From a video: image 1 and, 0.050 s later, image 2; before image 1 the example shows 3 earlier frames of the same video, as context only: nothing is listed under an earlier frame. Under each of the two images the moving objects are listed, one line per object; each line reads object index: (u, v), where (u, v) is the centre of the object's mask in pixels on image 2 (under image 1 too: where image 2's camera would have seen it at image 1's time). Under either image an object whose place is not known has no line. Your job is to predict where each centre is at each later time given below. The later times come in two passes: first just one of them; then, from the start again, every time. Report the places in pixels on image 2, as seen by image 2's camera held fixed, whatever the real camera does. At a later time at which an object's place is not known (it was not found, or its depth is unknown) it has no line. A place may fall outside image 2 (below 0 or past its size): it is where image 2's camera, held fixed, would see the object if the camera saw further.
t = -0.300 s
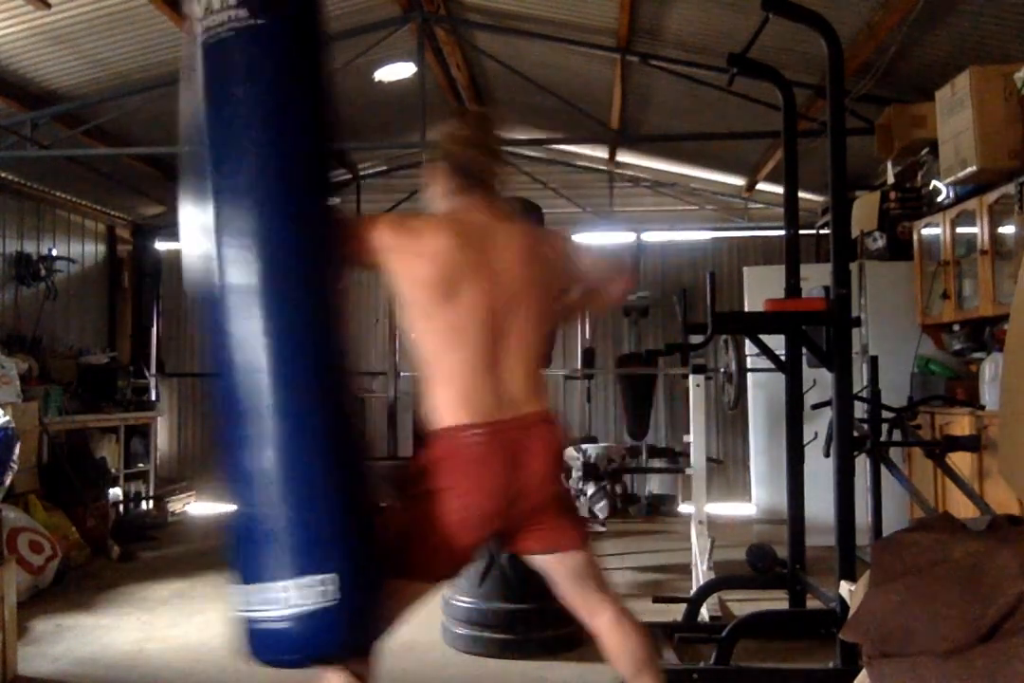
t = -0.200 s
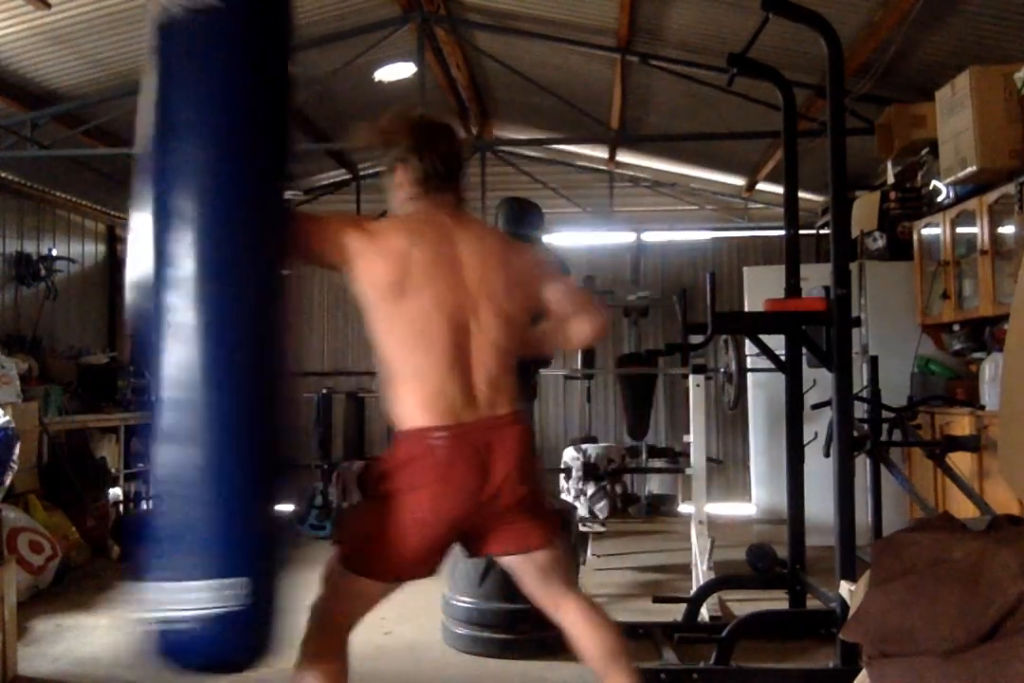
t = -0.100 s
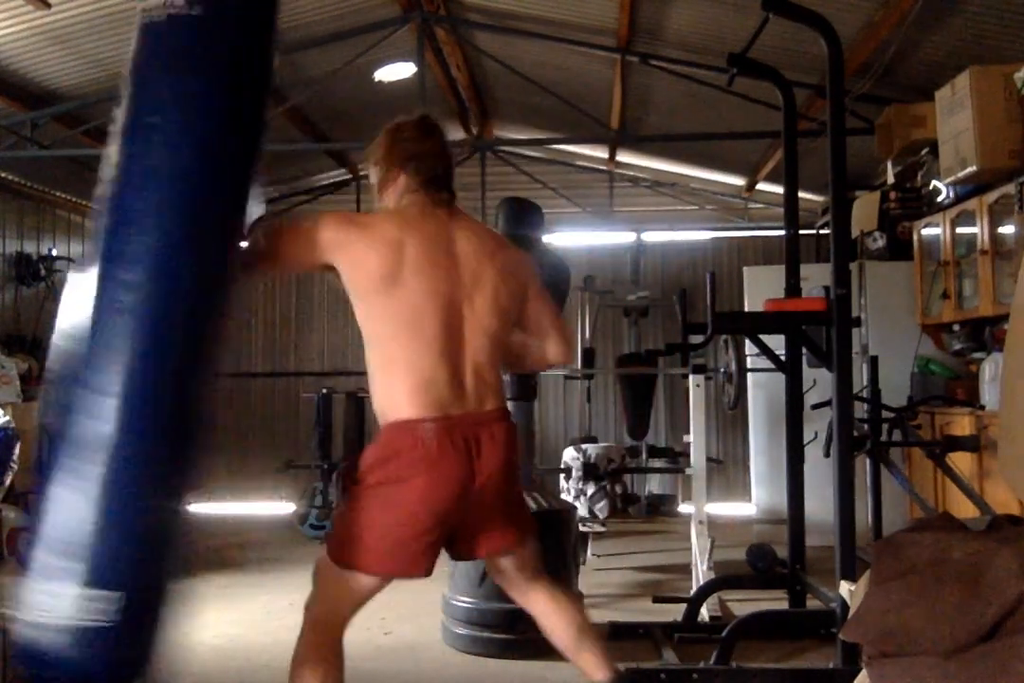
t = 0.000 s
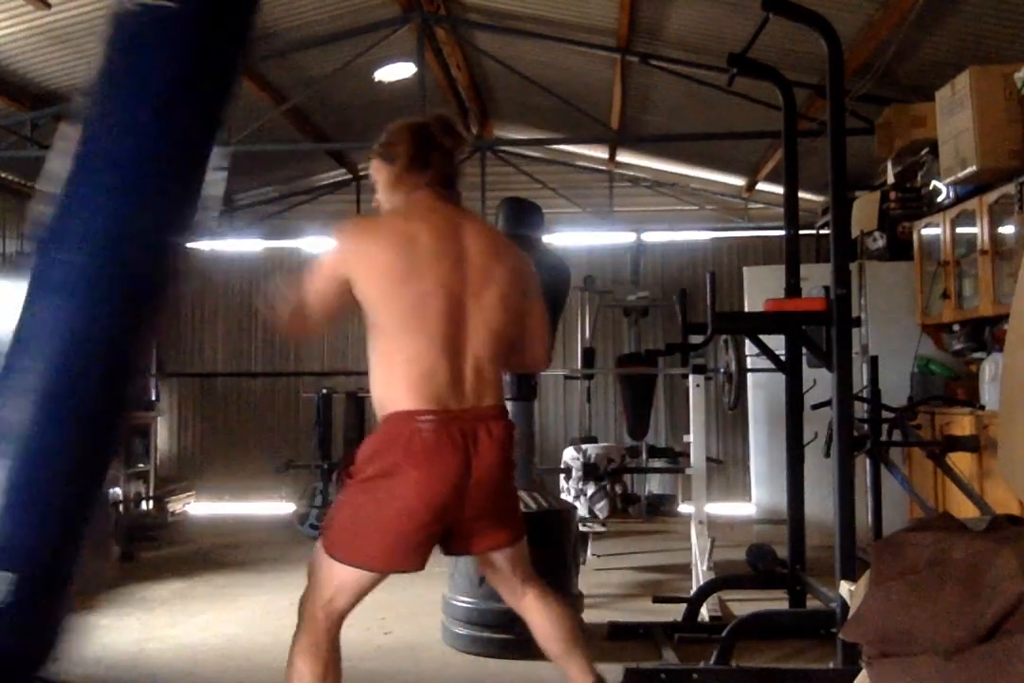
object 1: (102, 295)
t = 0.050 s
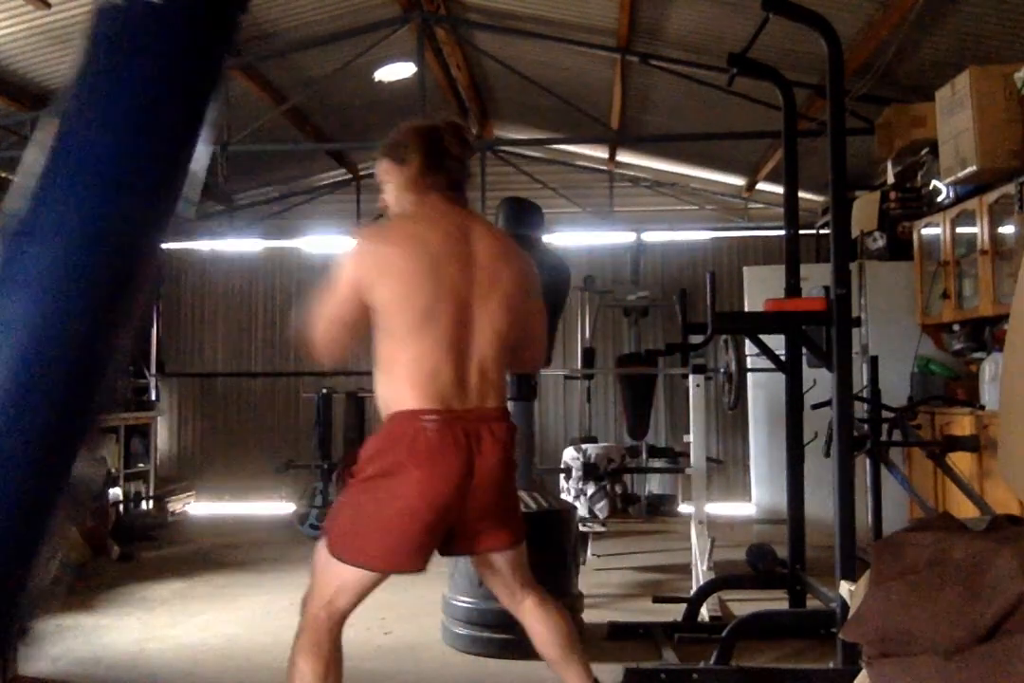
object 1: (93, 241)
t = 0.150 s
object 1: (90, 183)
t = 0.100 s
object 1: (90, 204)
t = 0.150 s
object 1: (90, 183)
